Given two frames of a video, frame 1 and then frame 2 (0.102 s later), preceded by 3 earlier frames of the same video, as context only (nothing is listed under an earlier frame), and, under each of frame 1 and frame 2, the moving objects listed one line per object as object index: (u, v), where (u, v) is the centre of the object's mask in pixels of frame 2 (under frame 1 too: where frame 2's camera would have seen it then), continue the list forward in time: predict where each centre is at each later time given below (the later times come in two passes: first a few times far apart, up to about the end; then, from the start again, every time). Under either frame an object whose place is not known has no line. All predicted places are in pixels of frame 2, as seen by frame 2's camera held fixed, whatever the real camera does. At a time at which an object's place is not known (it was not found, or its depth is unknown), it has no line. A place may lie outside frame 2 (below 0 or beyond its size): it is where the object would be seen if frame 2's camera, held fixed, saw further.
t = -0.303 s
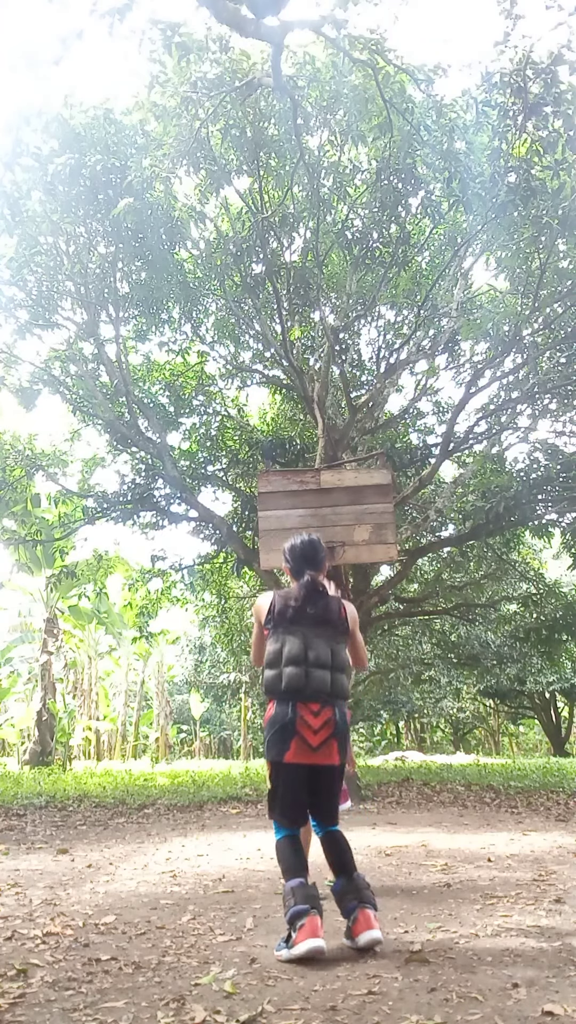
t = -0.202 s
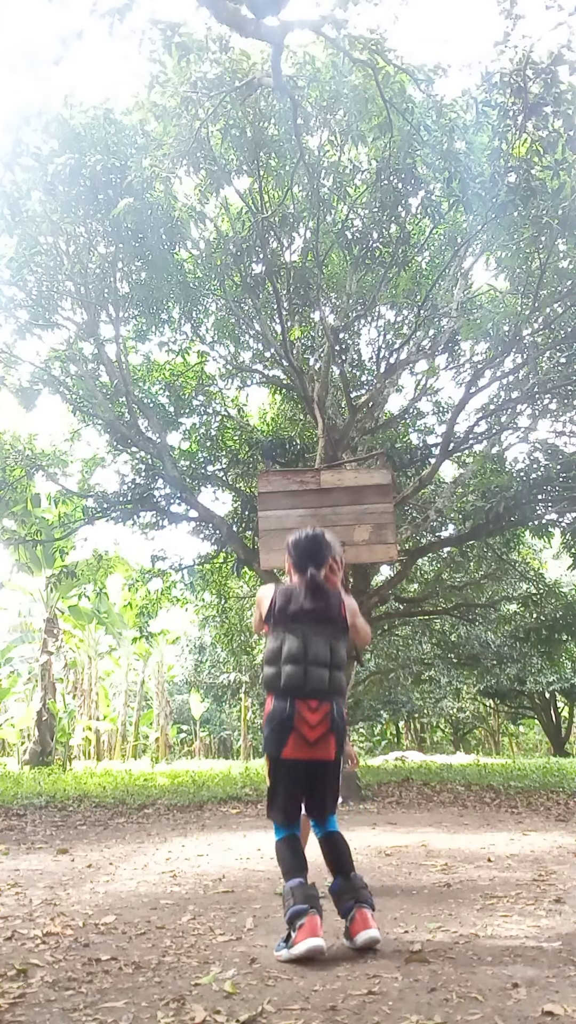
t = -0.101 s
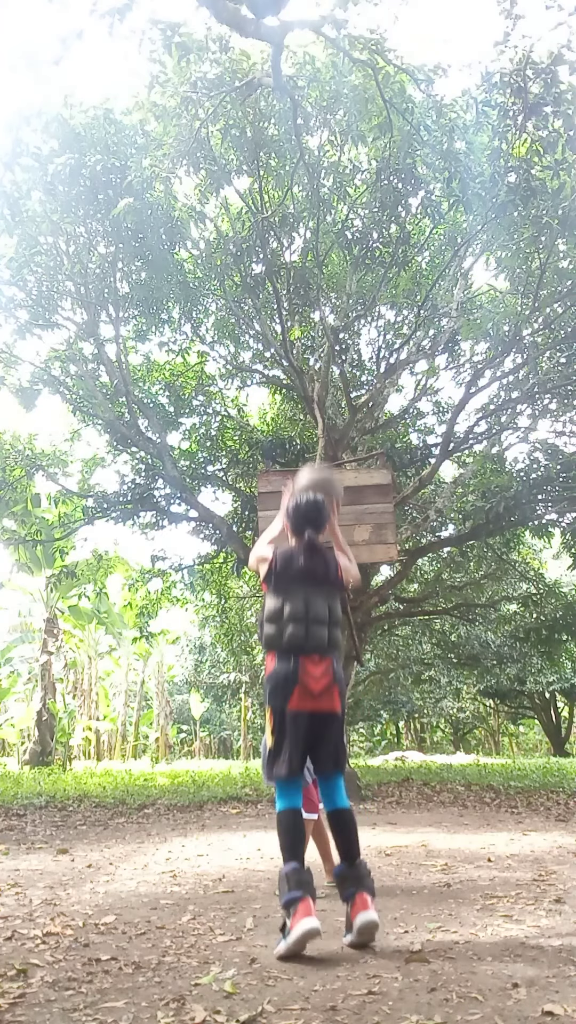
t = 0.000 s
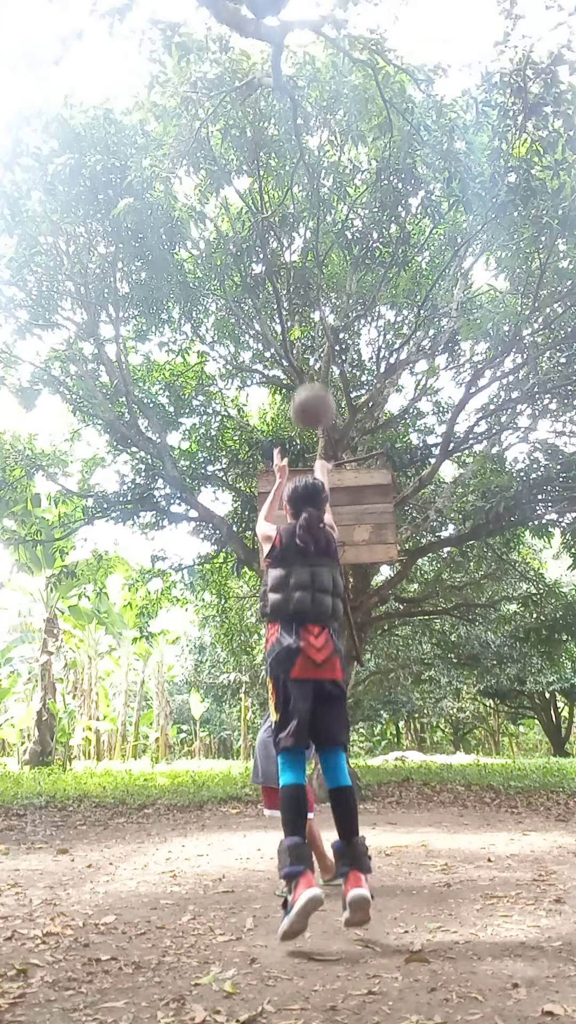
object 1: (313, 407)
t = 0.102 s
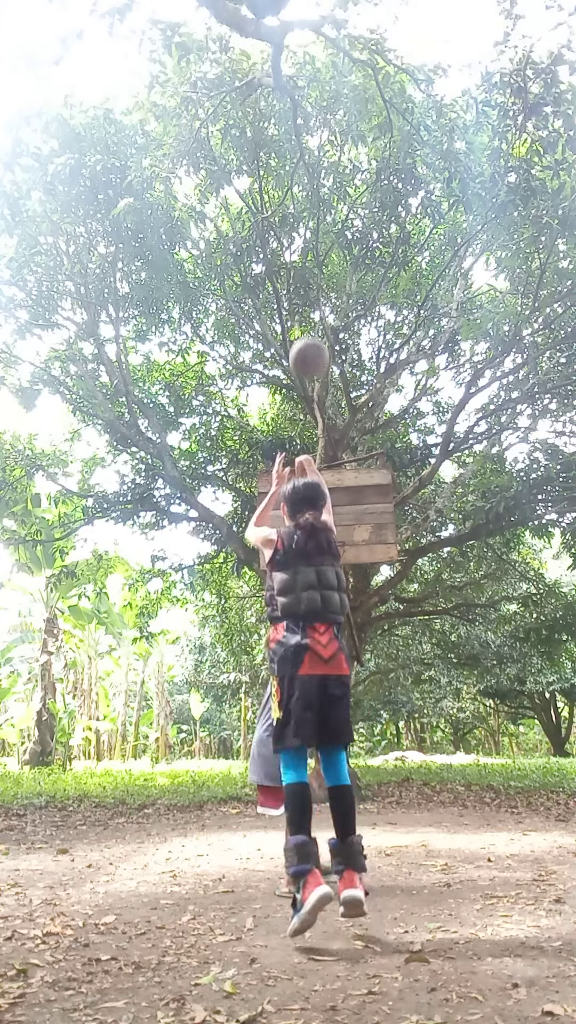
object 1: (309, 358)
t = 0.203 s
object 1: (306, 332)
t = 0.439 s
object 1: (304, 331)
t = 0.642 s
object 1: (305, 372)
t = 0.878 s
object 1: (310, 457)
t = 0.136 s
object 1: (308, 347)
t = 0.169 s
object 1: (307, 338)
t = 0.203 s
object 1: (306, 332)
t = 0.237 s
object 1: (306, 328)
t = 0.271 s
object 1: (305, 324)
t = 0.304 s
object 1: (305, 323)
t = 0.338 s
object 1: (305, 323)
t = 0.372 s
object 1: (305, 324)
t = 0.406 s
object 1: (305, 327)
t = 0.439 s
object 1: (304, 331)
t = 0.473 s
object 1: (304, 335)
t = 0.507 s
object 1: (304, 341)
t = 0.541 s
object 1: (304, 347)
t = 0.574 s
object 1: (304, 355)
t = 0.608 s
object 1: (306, 364)
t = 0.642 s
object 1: (305, 372)
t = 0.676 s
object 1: (306, 381)
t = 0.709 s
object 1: (307, 391)
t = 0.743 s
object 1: (308, 404)
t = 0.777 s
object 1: (309, 415)
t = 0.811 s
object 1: (308, 430)
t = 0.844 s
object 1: (309, 443)
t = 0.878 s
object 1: (310, 457)
